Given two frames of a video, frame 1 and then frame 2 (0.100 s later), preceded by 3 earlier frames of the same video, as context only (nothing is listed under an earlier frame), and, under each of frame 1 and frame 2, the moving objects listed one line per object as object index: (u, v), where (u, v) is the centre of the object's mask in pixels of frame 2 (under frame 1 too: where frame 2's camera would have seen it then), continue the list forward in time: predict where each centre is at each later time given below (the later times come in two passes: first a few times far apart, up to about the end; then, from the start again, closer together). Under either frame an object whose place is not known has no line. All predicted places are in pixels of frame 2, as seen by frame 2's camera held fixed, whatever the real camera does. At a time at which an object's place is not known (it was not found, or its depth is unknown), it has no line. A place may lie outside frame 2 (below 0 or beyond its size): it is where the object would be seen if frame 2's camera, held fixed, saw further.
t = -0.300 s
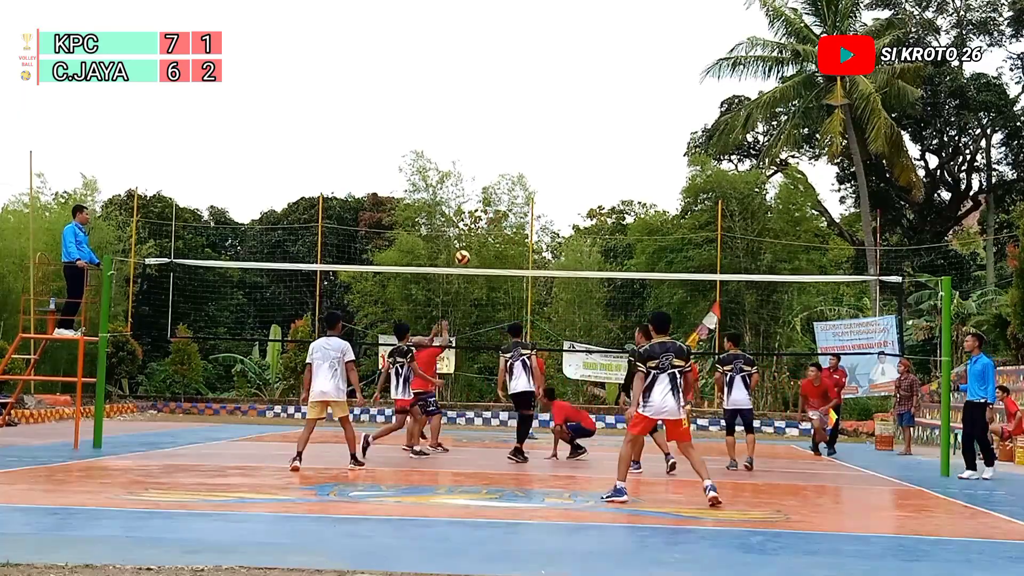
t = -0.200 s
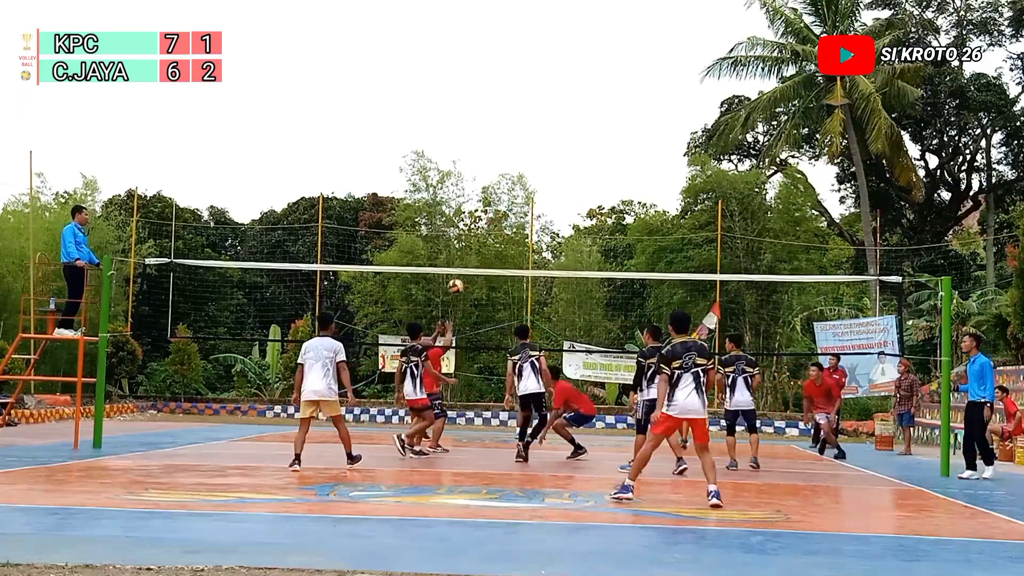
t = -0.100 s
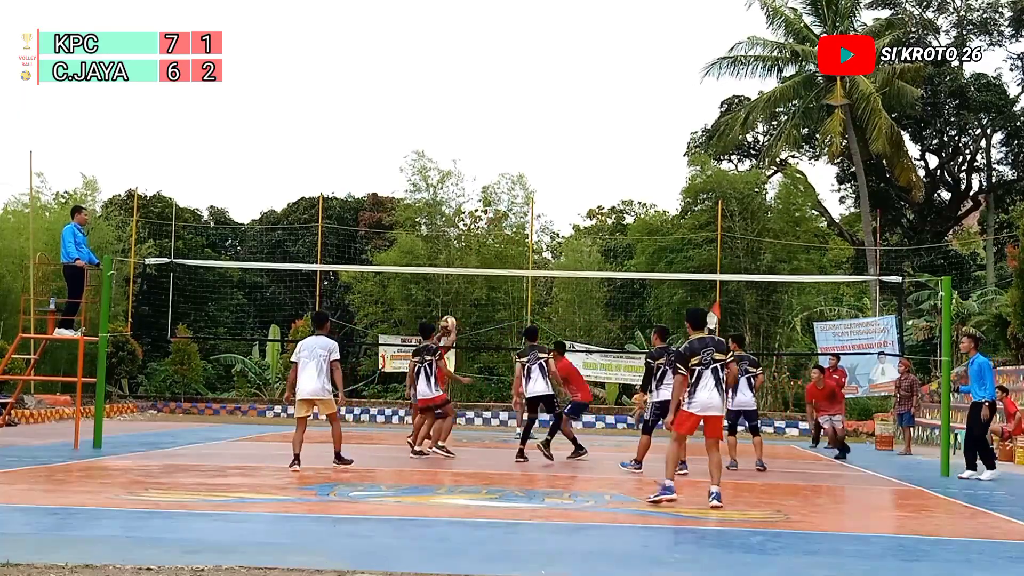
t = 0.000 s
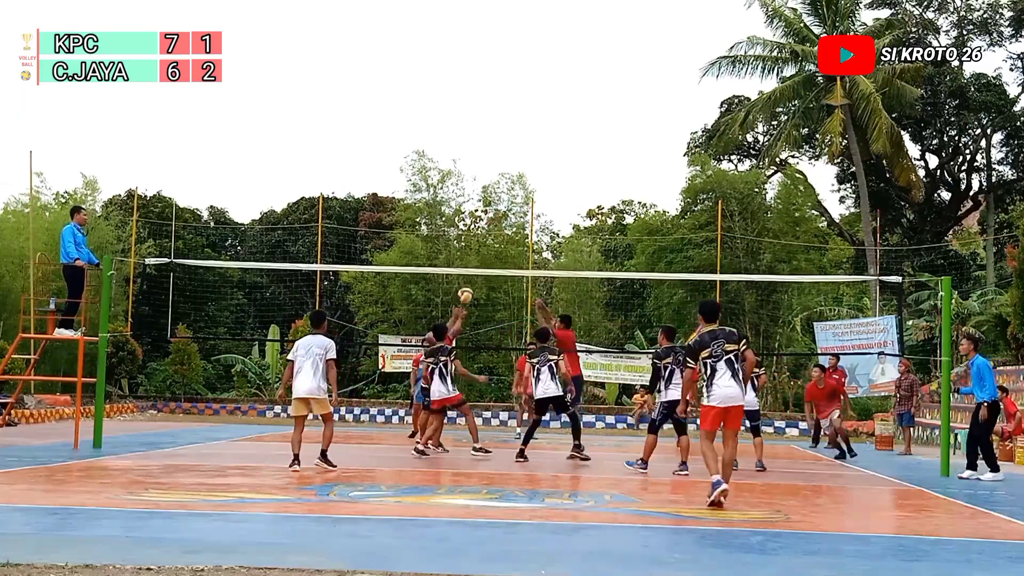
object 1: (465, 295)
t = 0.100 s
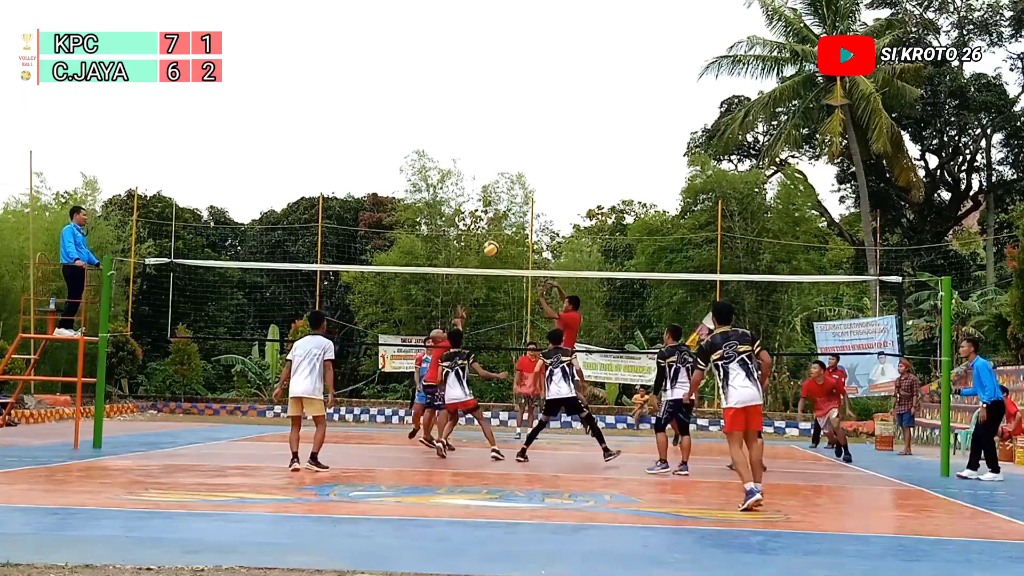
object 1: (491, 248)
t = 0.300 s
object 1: (539, 177)
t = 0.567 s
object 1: (598, 125)
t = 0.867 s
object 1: (659, 130)
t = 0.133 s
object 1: (499, 234)
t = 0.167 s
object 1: (508, 221)
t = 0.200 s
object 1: (516, 210)
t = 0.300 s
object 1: (539, 177)
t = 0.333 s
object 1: (547, 168)
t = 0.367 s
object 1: (554, 159)
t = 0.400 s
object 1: (562, 151)
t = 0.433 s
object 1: (569, 145)
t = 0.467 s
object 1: (577, 138)
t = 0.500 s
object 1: (584, 133)
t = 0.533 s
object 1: (591, 129)
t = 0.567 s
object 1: (598, 125)
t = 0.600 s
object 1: (605, 122)
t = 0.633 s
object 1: (612, 120)
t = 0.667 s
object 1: (619, 119)
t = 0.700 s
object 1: (626, 119)
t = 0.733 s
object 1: (633, 119)
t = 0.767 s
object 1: (640, 121)
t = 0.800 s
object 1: (646, 123)
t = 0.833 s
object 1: (653, 126)
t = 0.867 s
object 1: (659, 130)
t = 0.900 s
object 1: (666, 134)
